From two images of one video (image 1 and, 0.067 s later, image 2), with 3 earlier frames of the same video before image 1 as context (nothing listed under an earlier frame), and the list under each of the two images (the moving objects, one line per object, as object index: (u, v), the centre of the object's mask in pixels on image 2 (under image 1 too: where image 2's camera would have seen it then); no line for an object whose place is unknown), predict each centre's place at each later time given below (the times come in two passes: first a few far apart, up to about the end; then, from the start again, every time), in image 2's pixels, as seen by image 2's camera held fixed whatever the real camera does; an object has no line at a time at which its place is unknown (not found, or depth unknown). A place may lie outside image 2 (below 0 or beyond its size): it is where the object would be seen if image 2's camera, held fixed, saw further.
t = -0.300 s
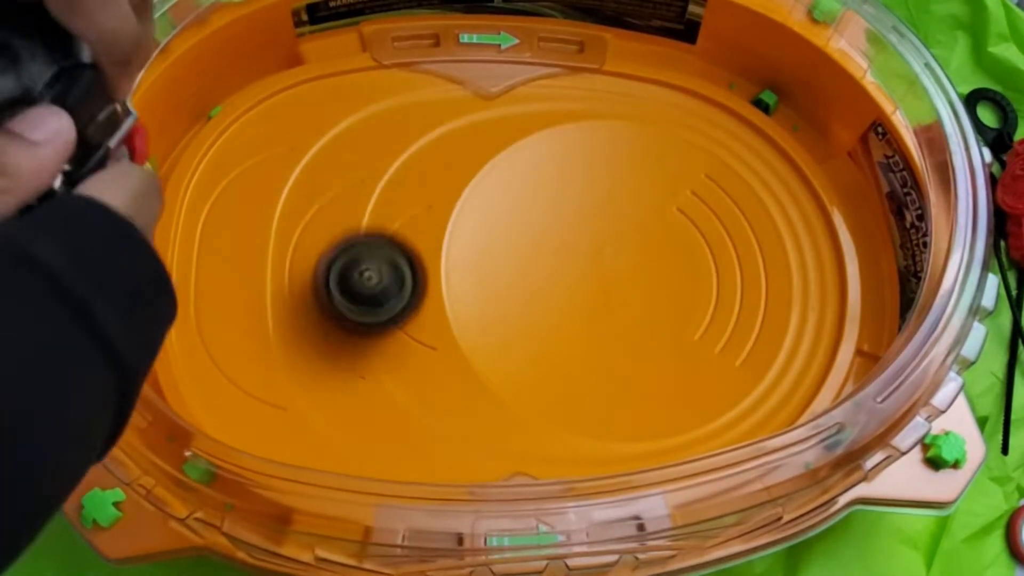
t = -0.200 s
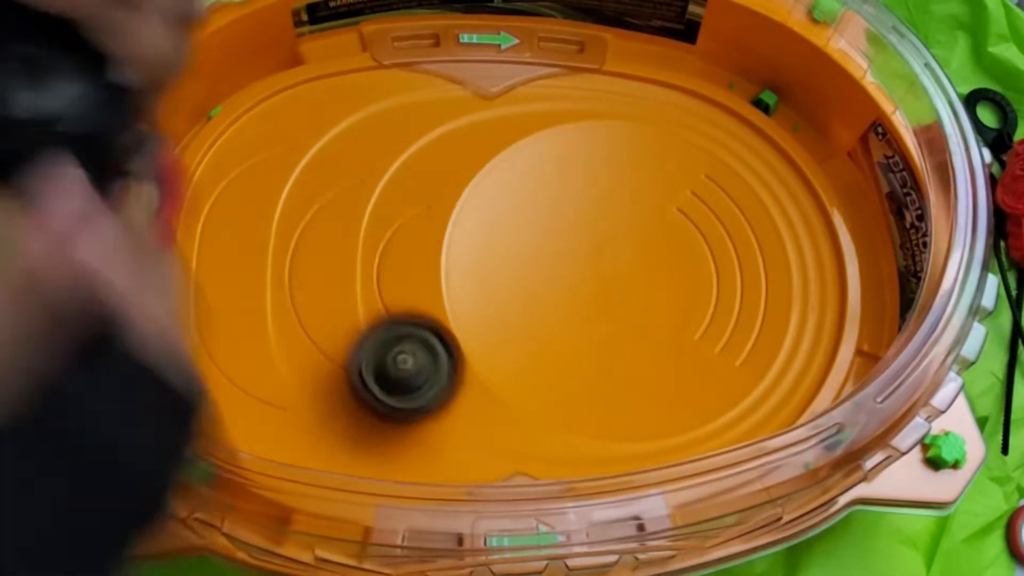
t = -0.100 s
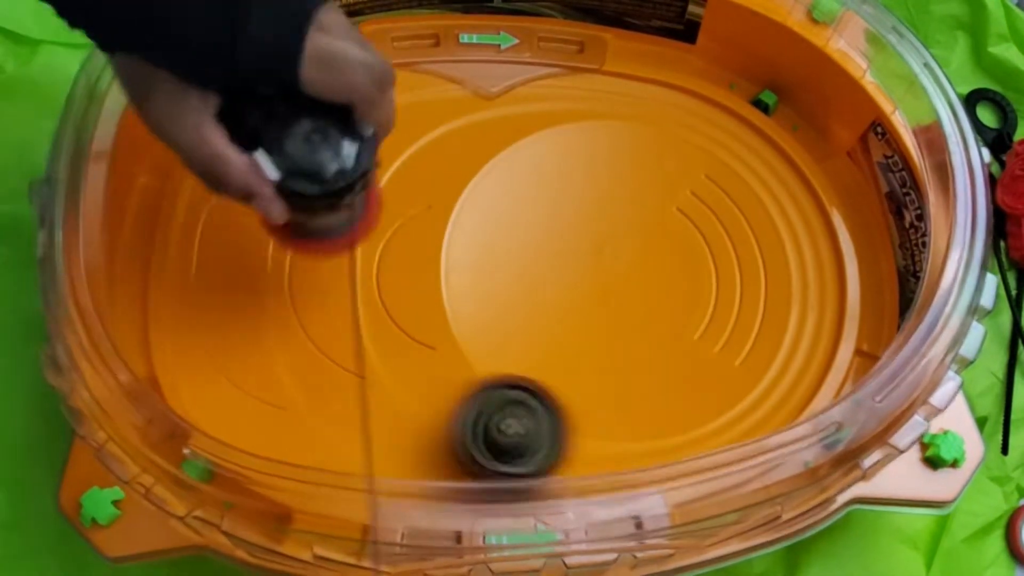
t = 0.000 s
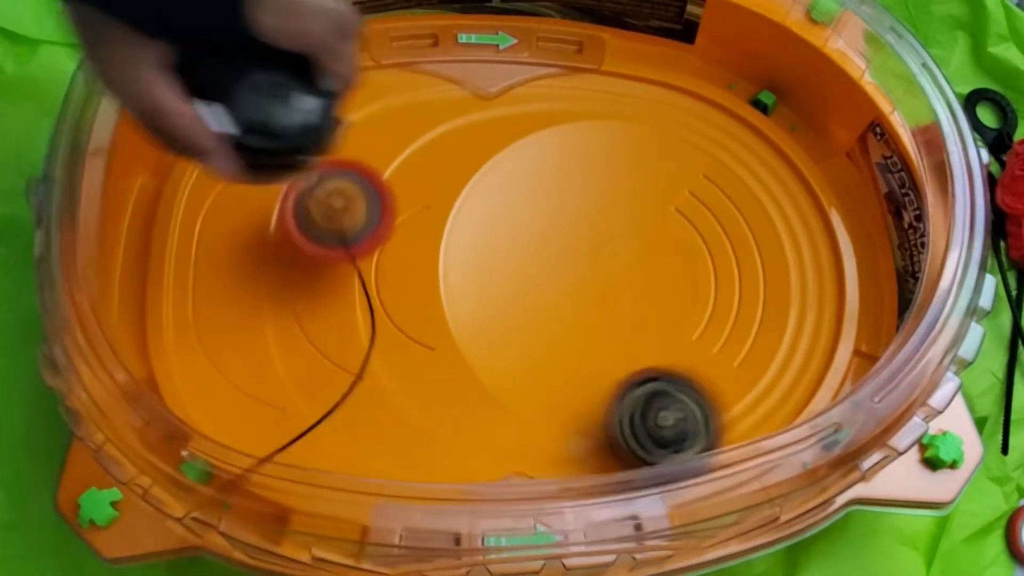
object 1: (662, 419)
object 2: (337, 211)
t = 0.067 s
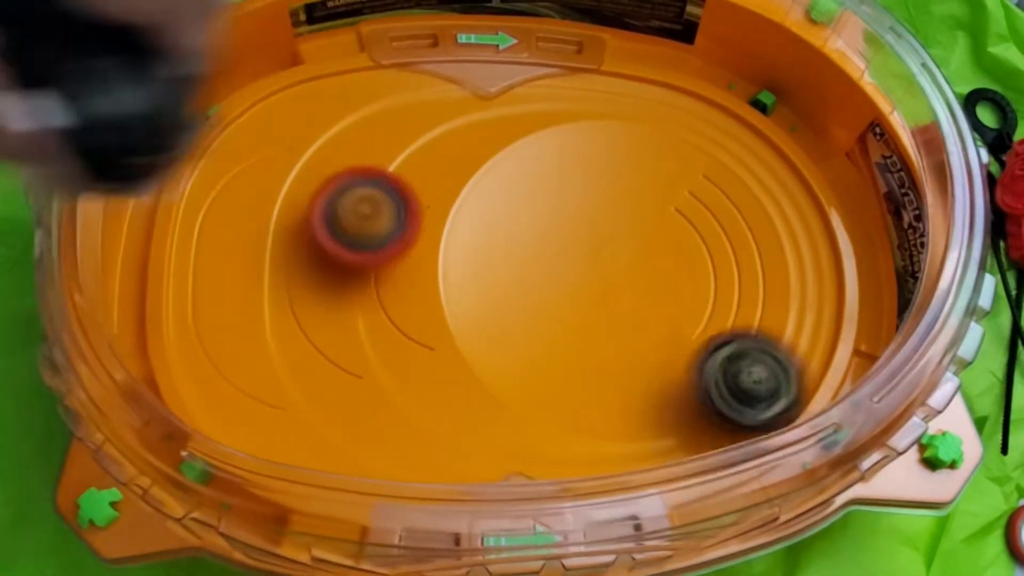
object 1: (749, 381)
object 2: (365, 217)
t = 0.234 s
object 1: (828, 204)
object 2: (481, 233)
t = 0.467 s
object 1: (559, 68)
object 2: (713, 253)
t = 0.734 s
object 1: (311, 331)
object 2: (692, 179)
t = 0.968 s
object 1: (499, 415)
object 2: (527, 195)
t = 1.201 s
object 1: (763, 307)
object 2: (583, 346)
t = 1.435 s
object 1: (714, 111)
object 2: (786, 256)
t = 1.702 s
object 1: (507, 139)
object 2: (651, 104)
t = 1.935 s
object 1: (528, 377)
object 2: (417, 229)
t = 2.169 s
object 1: (775, 386)
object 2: (406, 438)
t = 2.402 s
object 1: (797, 183)
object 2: (640, 424)
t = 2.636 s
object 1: (606, 88)
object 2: (740, 185)
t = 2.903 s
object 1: (434, 181)
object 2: (514, 102)
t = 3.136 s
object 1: (410, 336)
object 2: (392, 203)
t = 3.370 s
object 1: (589, 433)
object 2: (417, 325)
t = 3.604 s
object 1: (775, 298)
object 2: (567, 392)
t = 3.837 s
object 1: (689, 113)
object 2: (744, 279)
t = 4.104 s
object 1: (486, 114)
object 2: (629, 123)
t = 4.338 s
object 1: (332, 205)
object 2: (592, 221)
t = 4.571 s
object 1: (248, 331)
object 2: (702, 252)
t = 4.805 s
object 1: (322, 439)
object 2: (704, 199)
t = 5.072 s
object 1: (570, 341)
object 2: (627, 251)
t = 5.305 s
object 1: (602, 328)
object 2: (700, 194)
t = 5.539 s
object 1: (540, 239)
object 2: (657, 153)
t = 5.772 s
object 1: (516, 313)
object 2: (620, 205)
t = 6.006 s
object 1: (569, 361)
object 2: (721, 221)
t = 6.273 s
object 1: (614, 284)
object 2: (725, 183)
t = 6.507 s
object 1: (515, 203)
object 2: (658, 228)
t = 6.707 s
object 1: (522, 261)
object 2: (639, 301)
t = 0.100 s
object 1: (780, 352)
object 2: (385, 217)
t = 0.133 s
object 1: (804, 320)
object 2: (408, 220)
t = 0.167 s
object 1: (821, 284)
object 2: (431, 223)
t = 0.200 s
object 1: (830, 246)
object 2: (453, 226)
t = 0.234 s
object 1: (828, 204)
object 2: (481, 233)
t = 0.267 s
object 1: (811, 167)
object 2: (514, 243)
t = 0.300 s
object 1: (780, 133)
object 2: (551, 254)
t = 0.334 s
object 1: (743, 104)
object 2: (588, 263)
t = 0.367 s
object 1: (702, 80)
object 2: (624, 267)
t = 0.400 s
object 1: (656, 66)
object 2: (657, 265)
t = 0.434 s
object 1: (607, 63)
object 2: (687, 260)
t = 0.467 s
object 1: (559, 68)
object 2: (713, 253)
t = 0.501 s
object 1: (472, 94)
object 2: (746, 237)
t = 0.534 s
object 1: (434, 116)
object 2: (754, 232)
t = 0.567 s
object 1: (399, 143)
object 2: (758, 220)
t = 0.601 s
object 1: (371, 174)
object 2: (756, 211)
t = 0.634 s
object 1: (350, 210)
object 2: (749, 202)
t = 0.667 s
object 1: (330, 249)
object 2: (733, 192)
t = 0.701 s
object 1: (317, 289)
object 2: (715, 186)
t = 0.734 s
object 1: (311, 331)
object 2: (692, 179)
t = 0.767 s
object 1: (312, 372)
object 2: (668, 170)
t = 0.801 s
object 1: (322, 413)
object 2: (642, 161)
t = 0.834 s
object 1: (345, 449)
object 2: (614, 154)
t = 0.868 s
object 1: (378, 474)
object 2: (588, 153)
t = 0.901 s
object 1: (417, 455)
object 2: (564, 159)
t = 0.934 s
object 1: (460, 433)
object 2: (543, 175)
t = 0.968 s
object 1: (499, 415)
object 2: (527, 195)
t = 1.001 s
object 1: (539, 395)
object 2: (519, 220)
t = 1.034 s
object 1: (575, 378)
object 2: (517, 249)
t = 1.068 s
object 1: (613, 363)
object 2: (524, 280)
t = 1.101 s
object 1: (656, 353)
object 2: (535, 307)
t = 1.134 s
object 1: (699, 345)
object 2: (543, 323)
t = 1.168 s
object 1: (736, 329)
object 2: (560, 336)
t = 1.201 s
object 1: (763, 307)
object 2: (583, 346)
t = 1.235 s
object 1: (777, 280)
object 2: (611, 353)
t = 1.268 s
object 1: (781, 251)
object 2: (646, 353)
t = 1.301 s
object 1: (779, 219)
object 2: (679, 347)
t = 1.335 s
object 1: (771, 187)
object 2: (714, 333)
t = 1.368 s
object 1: (755, 156)
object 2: (745, 312)
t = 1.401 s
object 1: (736, 131)
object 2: (770, 287)
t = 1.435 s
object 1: (714, 111)
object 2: (786, 256)
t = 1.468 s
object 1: (688, 97)
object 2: (794, 228)
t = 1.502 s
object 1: (660, 88)
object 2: (795, 199)
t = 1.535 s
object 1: (629, 84)
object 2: (789, 169)
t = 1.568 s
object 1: (599, 86)
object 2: (775, 144)
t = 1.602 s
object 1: (570, 93)
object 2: (753, 125)
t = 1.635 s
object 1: (545, 103)
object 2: (721, 115)
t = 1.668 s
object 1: (525, 118)
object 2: (685, 109)
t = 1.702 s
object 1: (507, 139)
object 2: (651, 104)
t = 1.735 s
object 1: (490, 166)
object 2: (613, 105)
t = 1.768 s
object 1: (475, 198)
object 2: (574, 112)
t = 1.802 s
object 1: (468, 233)
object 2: (536, 124)
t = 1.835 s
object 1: (469, 272)
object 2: (499, 143)
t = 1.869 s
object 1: (479, 310)
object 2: (467, 168)
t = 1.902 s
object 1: (499, 346)
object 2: (440, 198)
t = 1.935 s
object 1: (528, 377)
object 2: (417, 229)
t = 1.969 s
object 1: (563, 402)
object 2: (398, 260)
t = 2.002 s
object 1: (603, 419)
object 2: (384, 292)
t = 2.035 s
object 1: (642, 423)
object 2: (374, 324)
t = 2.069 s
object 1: (677, 421)
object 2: (371, 354)
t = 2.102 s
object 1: (712, 412)
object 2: (376, 385)
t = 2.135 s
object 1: (746, 401)
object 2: (386, 417)
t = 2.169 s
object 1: (775, 386)
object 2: (406, 438)
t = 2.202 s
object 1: (799, 367)
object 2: (431, 469)
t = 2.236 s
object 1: (818, 339)
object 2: (463, 475)
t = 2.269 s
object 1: (826, 304)
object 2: (496, 476)
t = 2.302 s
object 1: (827, 270)
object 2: (530, 473)
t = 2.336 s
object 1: (823, 237)
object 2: (566, 468)
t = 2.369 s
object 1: (812, 208)
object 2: (603, 440)
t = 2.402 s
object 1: (797, 183)
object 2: (640, 424)
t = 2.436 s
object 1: (779, 163)
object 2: (678, 403)
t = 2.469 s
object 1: (753, 143)
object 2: (708, 373)
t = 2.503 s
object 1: (726, 126)
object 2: (730, 338)
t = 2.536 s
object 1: (697, 110)
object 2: (746, 299)
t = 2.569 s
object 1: (667, 99)
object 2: (753, 259)
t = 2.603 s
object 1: (637, 92)
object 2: (750, 219)
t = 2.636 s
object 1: (606, 88)
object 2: (740, 185)
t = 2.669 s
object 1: (577, 90)
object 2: (723, 154)
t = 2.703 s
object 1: (550, 95)
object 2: (700, 127)
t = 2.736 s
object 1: (524, 105)
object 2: (673, 105)
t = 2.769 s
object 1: (503, 116)
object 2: (644, 88)
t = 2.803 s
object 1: (484, 129)
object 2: (613, 75)
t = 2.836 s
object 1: (466, 145)
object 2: (580, 77)
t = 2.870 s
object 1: (449, 162)
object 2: (546, 90)
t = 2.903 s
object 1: (434, 181)
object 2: (514, 102)
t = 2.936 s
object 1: (422, 198)
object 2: (488, 112)
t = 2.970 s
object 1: (412, 221)
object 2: (466, 123)
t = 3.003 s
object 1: (405, 243)
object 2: (445, 137)
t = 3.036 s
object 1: (402, 265)
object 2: (428, 152)
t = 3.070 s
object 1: (402, 289)
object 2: (412, 168)
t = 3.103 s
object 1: (404, 313)
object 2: (400, 185)
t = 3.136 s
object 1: (410, 336)
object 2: (392, 203)
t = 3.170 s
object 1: (421, 359)
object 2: (385, 221)
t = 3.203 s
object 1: (437, 381)
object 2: (383, 238)
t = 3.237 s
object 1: (458, 402)
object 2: (384, 255)
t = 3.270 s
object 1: (485, 420)
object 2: (388, 273)
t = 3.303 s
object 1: (515, 431)
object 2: (396, 290)
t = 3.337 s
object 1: (550, 435)
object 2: (406, 307)
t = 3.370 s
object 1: (589, 433)
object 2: (417, 325)
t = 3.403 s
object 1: (626, 427)
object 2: (429, 339)
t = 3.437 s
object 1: (660, 419)
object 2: (445, 352)
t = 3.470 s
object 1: (692, 406)
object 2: (465, 364)
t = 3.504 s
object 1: (719, 387)
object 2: (486, 375)
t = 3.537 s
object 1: (745, 360)
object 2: (509, 382)
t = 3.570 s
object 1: (765, 329)
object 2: (535, 389)
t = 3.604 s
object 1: (775, 298)
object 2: (567, 392)
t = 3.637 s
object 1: (779, 265)
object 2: (606, 391)
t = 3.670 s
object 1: (776, 234)
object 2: (642, 384)
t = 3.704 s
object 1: (767, 204)
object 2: (676, 370)
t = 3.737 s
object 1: (753, 176)
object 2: (703, 352)
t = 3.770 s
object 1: (735, 151)
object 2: (723, 329)
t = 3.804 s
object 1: (714, 130)
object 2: (736, 304)
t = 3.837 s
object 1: (689, 113)
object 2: (744, 279)
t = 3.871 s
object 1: (660, 103)
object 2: (745, 254)
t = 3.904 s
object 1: (633, 92)
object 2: (743, 229)
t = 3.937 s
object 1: (606, 84)
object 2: (734, 204)
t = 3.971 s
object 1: (579, 82)
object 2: (720, 181)
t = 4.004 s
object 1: (551, 86)
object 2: (702, 160)
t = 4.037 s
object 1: (524, 93)
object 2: (680, 144)
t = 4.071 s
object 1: (502, 102)
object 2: (655, 131)
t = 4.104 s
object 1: (486, 114)
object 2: (629, 123)
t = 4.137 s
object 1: (474, 128)
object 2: (604, 122)
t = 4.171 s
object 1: (467, 142)
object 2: (580, 127)
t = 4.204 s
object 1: (461, 154)
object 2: (560, 138)
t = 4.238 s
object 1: (430, 166)
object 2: (564, 154)
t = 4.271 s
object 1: (392, 179)
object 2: (571, 176)
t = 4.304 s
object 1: (359, 191)
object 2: (581, 199)
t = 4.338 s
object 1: (332, 205)
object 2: (592, 221)
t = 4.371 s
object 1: (308, 220)
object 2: (605, 238)
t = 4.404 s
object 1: (289, 234)
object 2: (621, 250)
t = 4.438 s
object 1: (275, 250)
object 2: (636, 257)
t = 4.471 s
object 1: (264, 269)
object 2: (650, 261)
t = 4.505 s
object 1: (259, 290)
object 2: (667, 259)
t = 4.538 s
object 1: (255, 310)
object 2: (685, 257)
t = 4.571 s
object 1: (248, 331)
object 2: (702, 252)
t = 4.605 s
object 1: (242, 350)
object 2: (715, 244)
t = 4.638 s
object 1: (236, 374)
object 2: (722, 238)
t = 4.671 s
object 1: (241, 391)
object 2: (723, 230)
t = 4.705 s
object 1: (250, 411)
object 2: (720, 221)
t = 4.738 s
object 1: (267, 424)
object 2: (716, 212)
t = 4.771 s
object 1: (293, 433)
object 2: (711, 204)
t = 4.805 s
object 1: (322, 439)
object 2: (704, 199)
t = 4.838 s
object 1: (356, 440)
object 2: (694, 195)
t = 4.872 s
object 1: (392, 431)
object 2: (681, 195)
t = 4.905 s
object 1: (426, 425)
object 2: (668, 197)
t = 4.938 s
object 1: (458, 411)
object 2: (656, 203)
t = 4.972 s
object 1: (489, 394)
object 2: (645, 211)
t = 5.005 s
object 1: (516, 374)
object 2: (636, 223)
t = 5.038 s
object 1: (542, 356)
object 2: (629, 237)
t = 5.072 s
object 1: (570, 341)
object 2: (627, 251)
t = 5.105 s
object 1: (567, 345)
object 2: (649, 245)
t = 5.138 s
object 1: (564, 350)
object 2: (674, 233)
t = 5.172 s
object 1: (568, 352)
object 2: (691, 223)
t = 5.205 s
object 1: (575, 352)
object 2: (702, 213)
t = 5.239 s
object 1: (584, 349)
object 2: (707, 206)
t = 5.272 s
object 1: (594, 341)
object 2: (705, 199)
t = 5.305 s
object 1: (602, 328)
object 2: (700, 194)
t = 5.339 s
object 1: (607, 313)
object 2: (695, 187)
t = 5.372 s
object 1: (608, 295)
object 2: (687, 181)
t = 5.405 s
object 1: (605, 275)
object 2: (676, 177)
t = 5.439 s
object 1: (599, 257)
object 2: (665, 175)
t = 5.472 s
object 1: (583, 245)
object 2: (660, 170)
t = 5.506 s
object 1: (561, 240)
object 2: (661, 160)
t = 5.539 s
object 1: (540, 239)
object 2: (657, 153)
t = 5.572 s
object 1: (522, 243)
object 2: (650, 151)
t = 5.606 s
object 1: (507, 250)
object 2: (642, 152)
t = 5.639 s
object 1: (495, 260)
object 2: (633, 157)
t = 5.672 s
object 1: (490, 274)
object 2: (626, 165)
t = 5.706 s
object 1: (492, 290)
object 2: (622, 177)
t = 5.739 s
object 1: (500, 303)
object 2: (620, 191)
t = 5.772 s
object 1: (516, 313)
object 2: (620, 205)
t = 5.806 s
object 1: (536, 318)
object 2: (624, 218)
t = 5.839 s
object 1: (557, 318)
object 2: (629, 231)
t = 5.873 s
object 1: (573, 314)
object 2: (640, 239)
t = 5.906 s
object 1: (567, 326)
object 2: (670, 234)
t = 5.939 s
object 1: (564, 340)
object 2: (694, 229)
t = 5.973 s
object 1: (565, 352)
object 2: (711, 225)
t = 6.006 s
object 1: (569, 361)
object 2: (721, 221)
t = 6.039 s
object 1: (577, 365)
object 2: (727, 215)
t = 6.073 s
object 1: (586, 366)
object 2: (728, 209)
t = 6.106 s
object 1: (595, 362)
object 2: (729, 203)
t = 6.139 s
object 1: (606, 355)
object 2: (729, 198)
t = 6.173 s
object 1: (615, 342)
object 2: (729, 192)
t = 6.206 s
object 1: (620, 323)
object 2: (730, 188)
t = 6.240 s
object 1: (619, 303)
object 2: (729, 185)
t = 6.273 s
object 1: (614, 284)
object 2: (725, 183)
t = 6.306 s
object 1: (606, 264)
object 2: (717, 183)
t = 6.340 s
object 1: (596, 247)
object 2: (708, 187)
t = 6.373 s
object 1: (582, 233)
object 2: (696, 193)
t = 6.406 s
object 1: (567, 220)
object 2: (685, 201)
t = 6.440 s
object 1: (550, 210)
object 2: (675, 208)
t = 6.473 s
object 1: (533, 203)
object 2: (666, 217)
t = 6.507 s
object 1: (515, 203)
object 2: (658, 228)
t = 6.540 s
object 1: (501, 207)
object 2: (651, 240)
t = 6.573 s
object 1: (492, 216)
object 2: (646, 252)
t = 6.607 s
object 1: (490, 227)
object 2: (643, 264)
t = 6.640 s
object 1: (495, 241)
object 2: (641, 276)
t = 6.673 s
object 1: (505, 251)
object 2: (640, 288)
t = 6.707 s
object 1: (522, 261)
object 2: (639, 301)
